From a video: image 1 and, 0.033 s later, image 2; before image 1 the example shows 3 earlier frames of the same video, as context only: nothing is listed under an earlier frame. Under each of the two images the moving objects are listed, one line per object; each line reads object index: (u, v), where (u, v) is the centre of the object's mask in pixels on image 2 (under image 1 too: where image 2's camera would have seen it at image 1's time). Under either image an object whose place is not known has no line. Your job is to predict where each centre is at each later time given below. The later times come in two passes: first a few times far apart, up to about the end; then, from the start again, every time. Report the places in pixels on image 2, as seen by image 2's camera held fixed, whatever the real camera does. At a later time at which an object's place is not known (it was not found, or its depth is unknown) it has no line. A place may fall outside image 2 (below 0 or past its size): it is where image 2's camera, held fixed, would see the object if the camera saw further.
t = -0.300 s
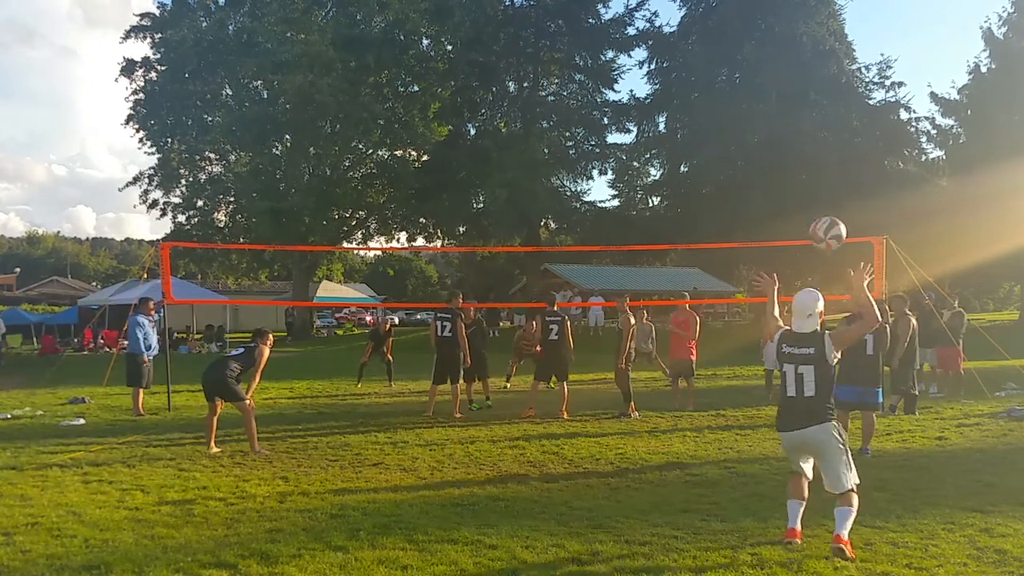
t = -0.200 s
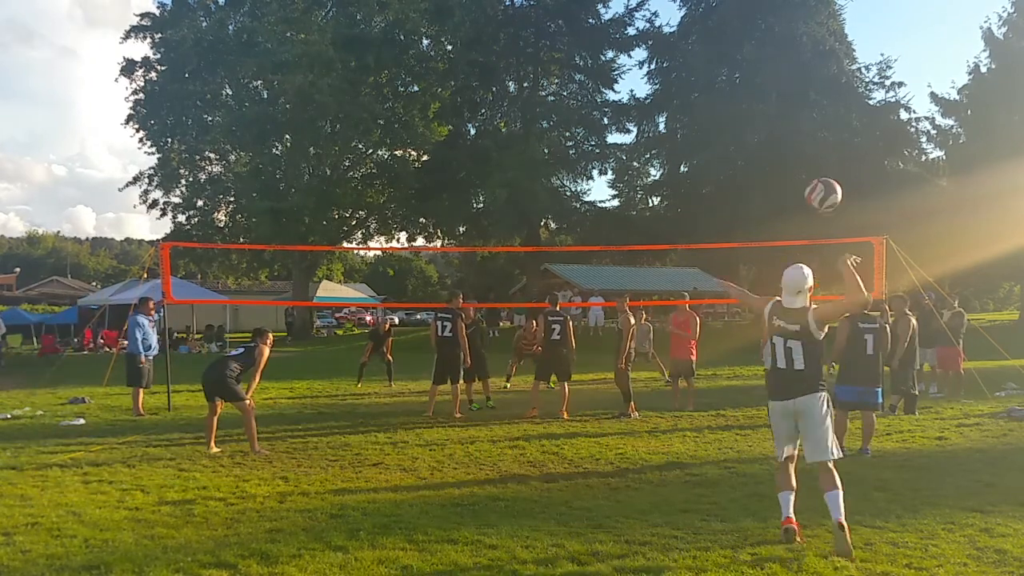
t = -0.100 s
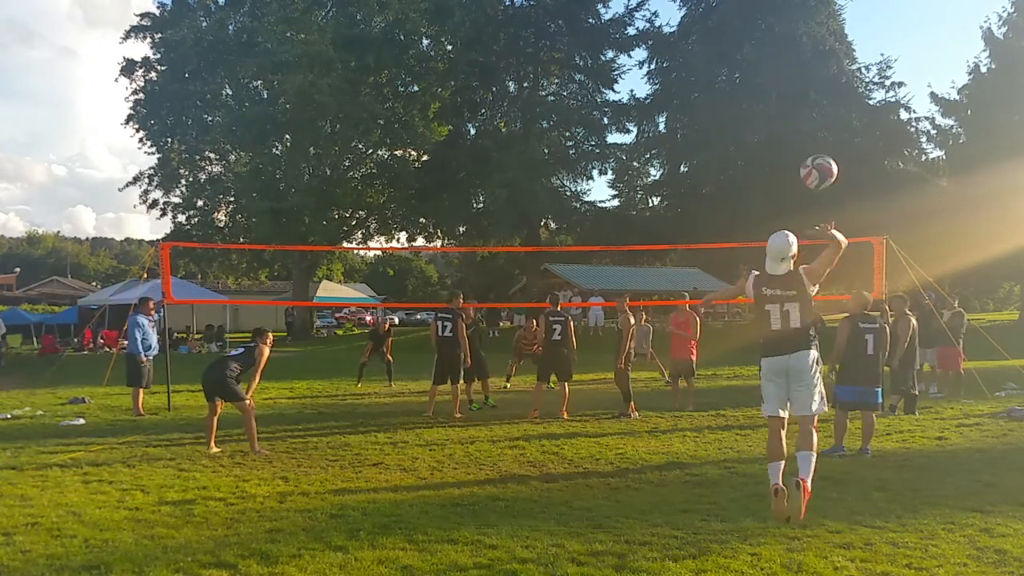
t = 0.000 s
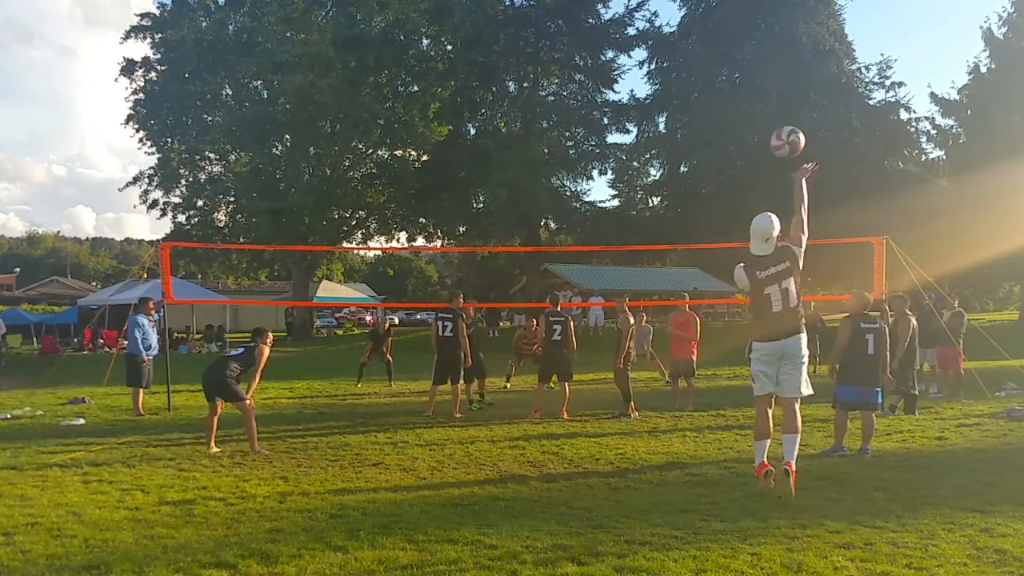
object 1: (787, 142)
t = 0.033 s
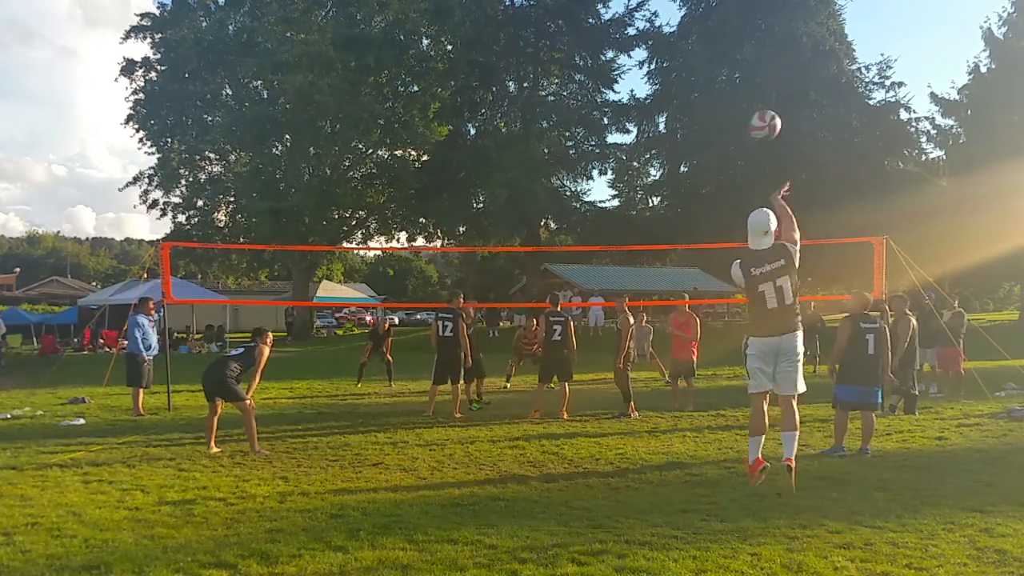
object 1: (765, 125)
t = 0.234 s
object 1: (666, 75)
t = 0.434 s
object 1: (610, 75)
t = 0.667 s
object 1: (569, 114)
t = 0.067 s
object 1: (744, 111)
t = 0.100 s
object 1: (725, 100)
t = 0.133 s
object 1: (708, 91)
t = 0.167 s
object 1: (693, 84)
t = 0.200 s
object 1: (679, 78)
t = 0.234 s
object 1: (666, 75)
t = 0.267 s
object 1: (655, 72)
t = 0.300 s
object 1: (645, 69)
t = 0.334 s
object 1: (635, 69)
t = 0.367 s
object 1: (625, 69)
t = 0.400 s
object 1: (617, 70)
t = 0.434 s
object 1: (610, 75)
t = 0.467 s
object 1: (604, 78)
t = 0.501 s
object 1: (597, 82)
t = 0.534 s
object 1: (590, 87)
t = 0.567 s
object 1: (584, 93)
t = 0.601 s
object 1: (579, 99)
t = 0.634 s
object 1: (573, 106)
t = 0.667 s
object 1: (569, 114)
